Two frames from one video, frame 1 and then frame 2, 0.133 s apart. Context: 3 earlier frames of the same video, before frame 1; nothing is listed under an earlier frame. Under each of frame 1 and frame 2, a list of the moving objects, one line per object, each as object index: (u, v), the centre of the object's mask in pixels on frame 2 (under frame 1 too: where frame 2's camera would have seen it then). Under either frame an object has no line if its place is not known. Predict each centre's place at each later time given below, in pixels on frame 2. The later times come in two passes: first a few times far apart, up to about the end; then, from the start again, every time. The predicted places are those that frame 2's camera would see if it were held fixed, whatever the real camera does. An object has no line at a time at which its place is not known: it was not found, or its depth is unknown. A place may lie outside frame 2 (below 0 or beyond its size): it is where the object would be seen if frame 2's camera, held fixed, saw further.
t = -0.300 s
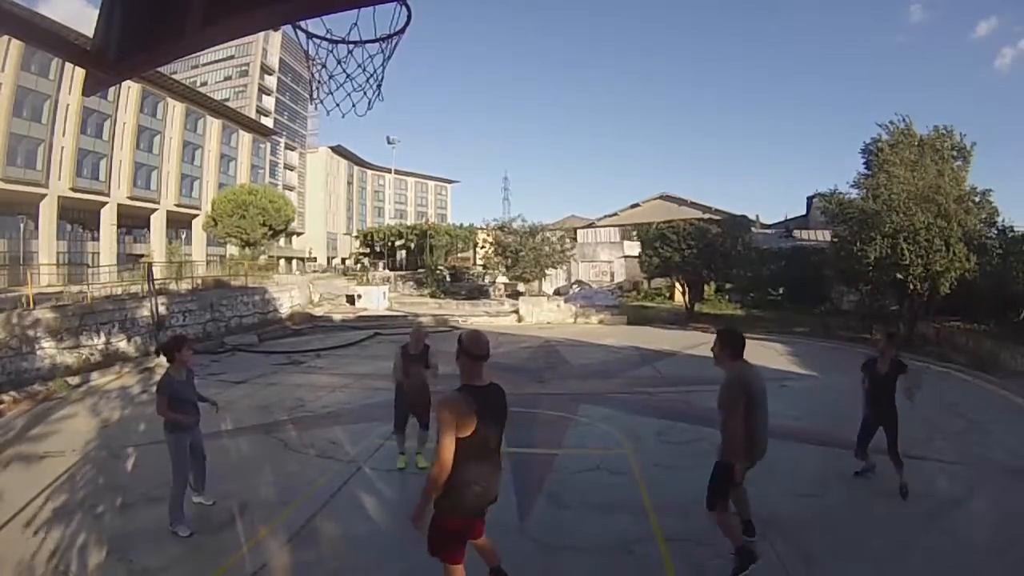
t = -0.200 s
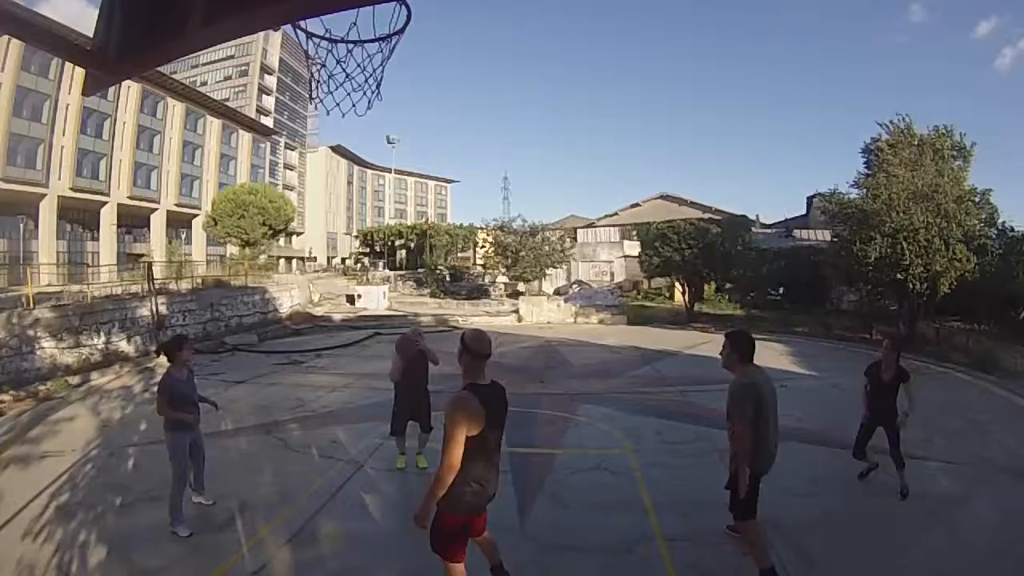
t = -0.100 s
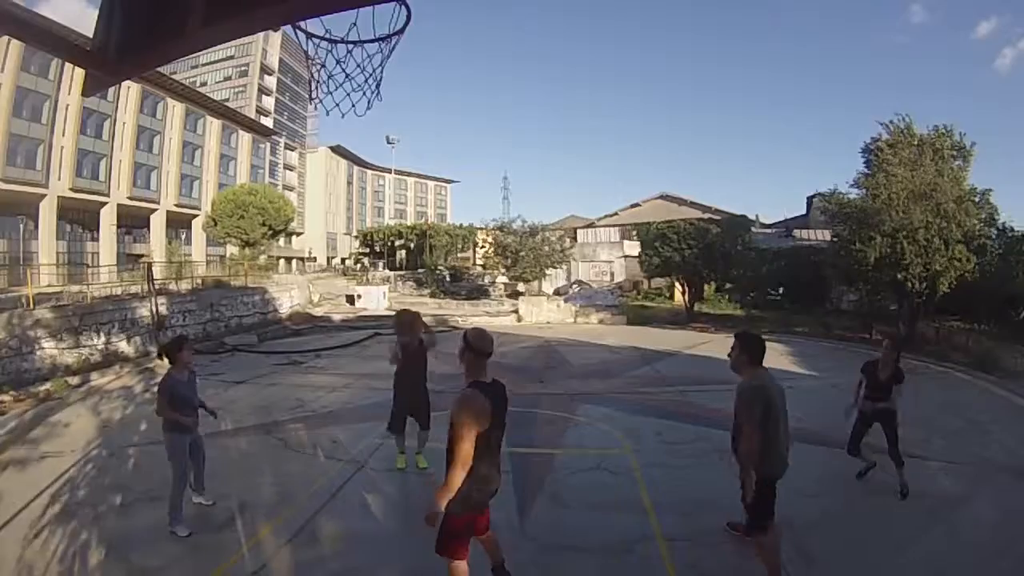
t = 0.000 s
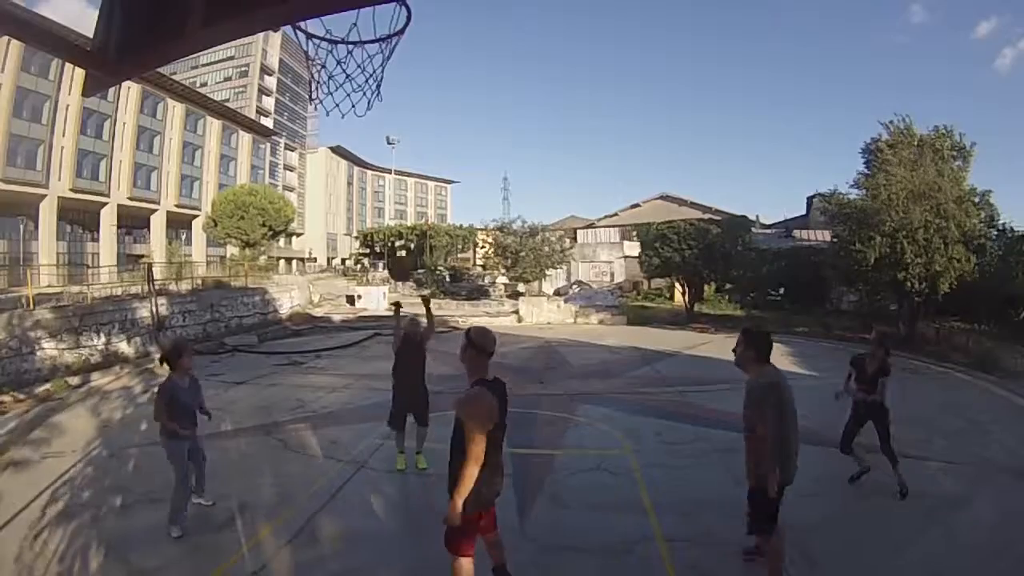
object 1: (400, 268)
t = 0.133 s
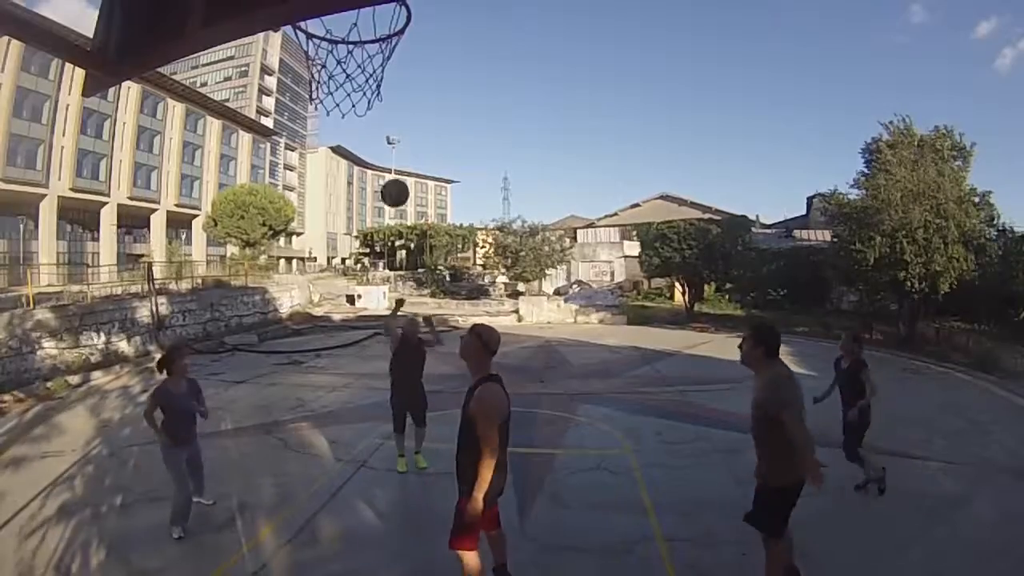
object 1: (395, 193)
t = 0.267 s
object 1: (387, 125)
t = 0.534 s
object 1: (365, 18)
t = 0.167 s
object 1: (393, 175)
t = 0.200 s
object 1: (391, 158)
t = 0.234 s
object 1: (389, 141)
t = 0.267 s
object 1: (387, 125)
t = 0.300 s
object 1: (385, 109)
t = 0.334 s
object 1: (383, 94)
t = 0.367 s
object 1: (381, 79)
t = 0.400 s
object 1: (379, 66)
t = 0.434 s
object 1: (376, 52)
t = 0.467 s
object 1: (373, 40)
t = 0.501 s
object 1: (369, 29)
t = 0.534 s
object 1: (365, 18)
